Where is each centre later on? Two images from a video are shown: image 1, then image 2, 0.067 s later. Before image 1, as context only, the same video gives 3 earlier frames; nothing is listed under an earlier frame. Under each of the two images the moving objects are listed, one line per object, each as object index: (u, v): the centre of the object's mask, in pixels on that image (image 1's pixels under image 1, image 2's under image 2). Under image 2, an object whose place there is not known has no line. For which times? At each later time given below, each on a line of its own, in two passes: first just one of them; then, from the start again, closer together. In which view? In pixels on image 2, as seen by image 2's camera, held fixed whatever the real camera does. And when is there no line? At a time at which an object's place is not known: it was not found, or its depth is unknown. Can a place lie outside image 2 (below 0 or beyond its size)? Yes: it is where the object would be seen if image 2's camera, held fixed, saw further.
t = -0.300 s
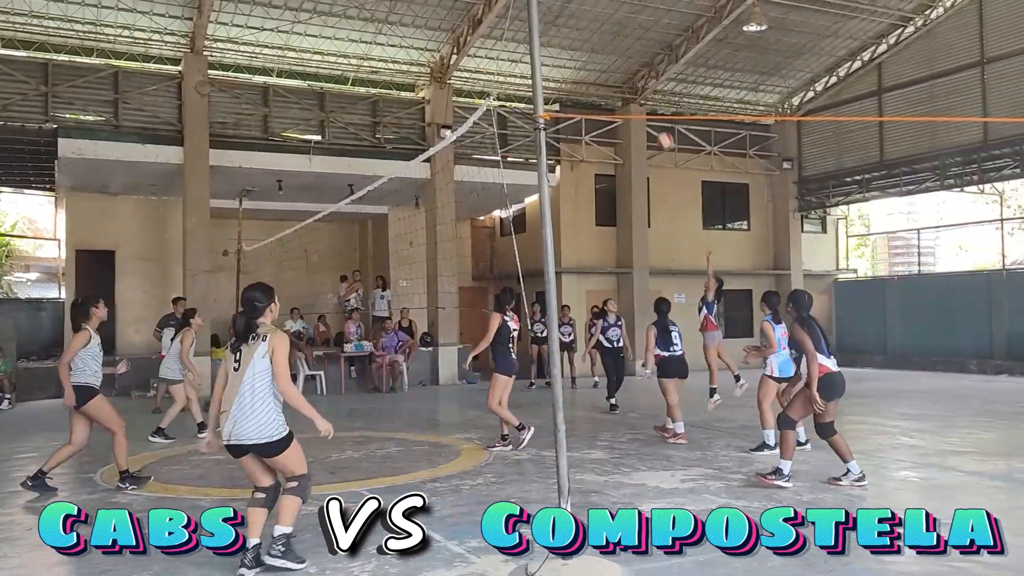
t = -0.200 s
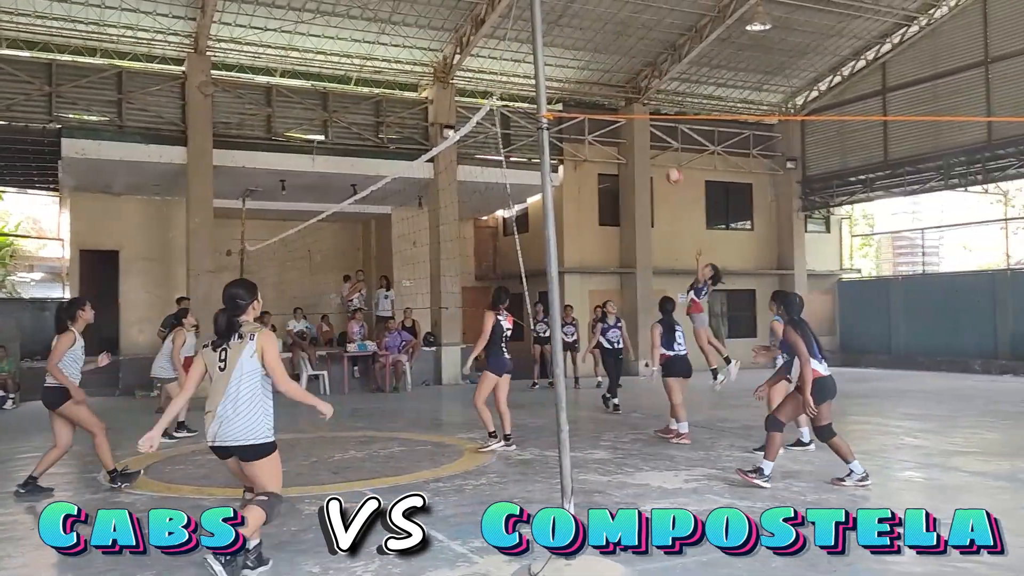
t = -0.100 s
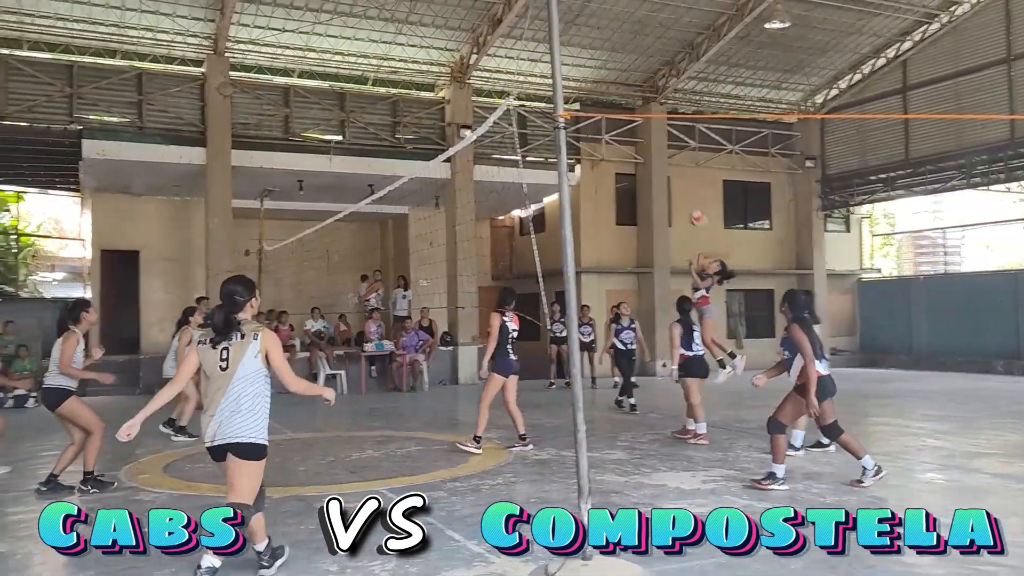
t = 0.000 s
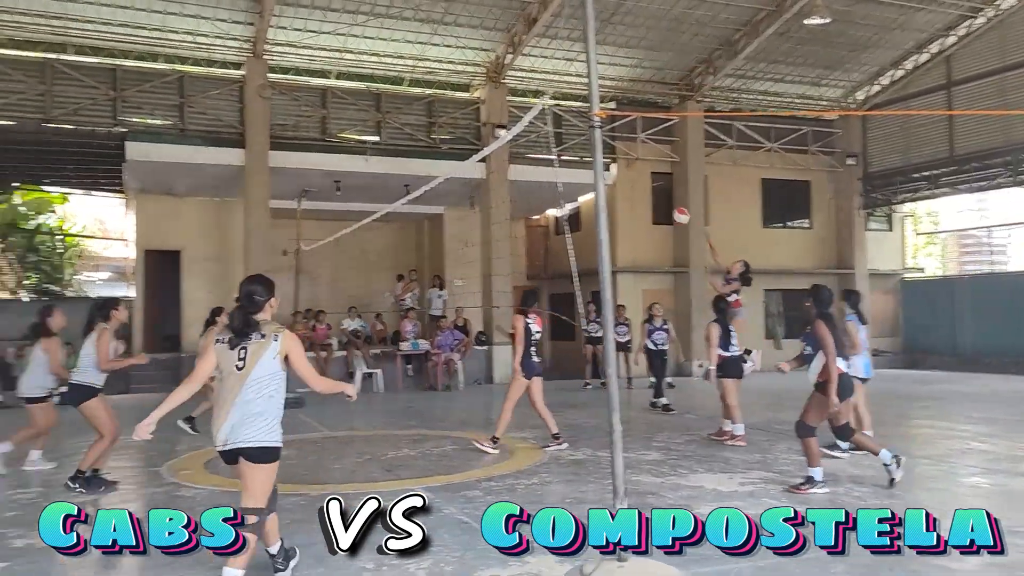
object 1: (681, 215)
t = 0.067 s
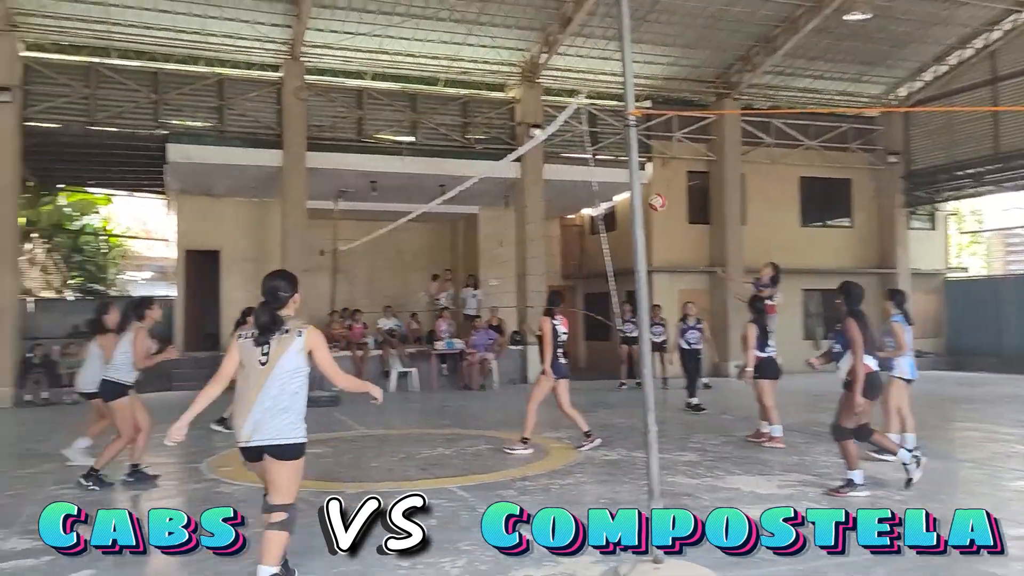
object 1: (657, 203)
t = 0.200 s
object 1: (525, 187)
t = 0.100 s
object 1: (623, 198)
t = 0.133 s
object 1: (594, 193)
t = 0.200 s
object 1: (525, 187)
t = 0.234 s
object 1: (488, 187)
